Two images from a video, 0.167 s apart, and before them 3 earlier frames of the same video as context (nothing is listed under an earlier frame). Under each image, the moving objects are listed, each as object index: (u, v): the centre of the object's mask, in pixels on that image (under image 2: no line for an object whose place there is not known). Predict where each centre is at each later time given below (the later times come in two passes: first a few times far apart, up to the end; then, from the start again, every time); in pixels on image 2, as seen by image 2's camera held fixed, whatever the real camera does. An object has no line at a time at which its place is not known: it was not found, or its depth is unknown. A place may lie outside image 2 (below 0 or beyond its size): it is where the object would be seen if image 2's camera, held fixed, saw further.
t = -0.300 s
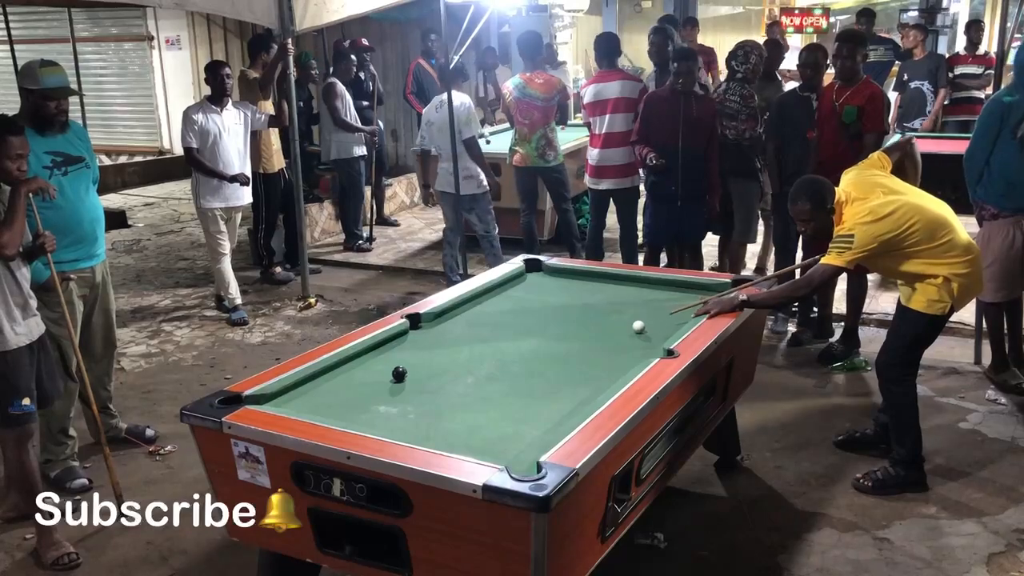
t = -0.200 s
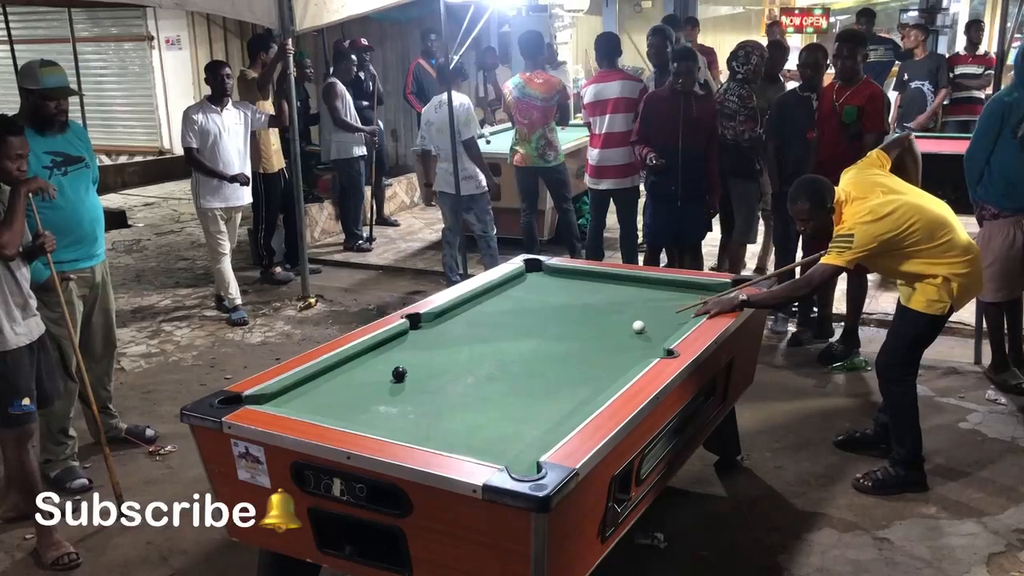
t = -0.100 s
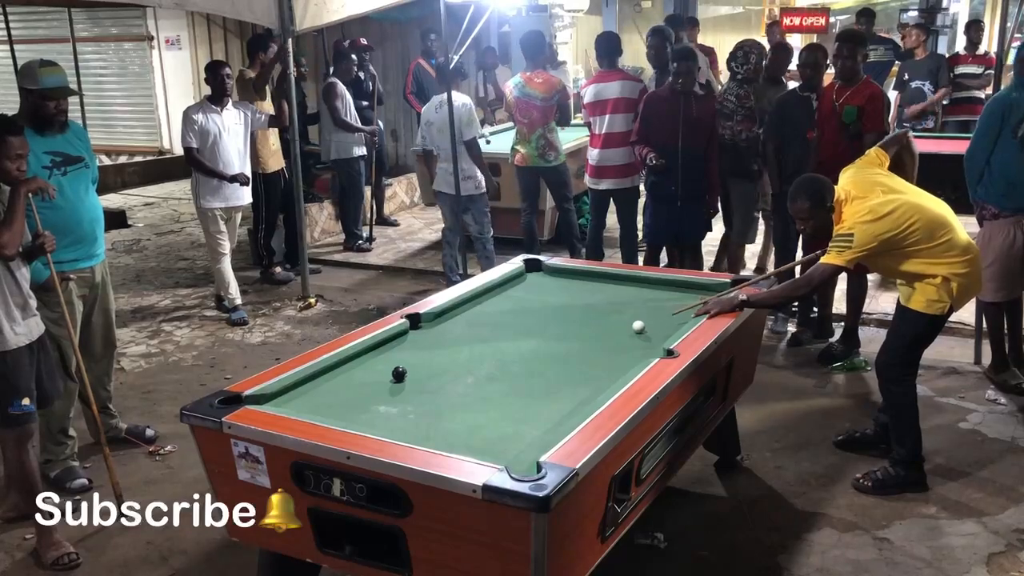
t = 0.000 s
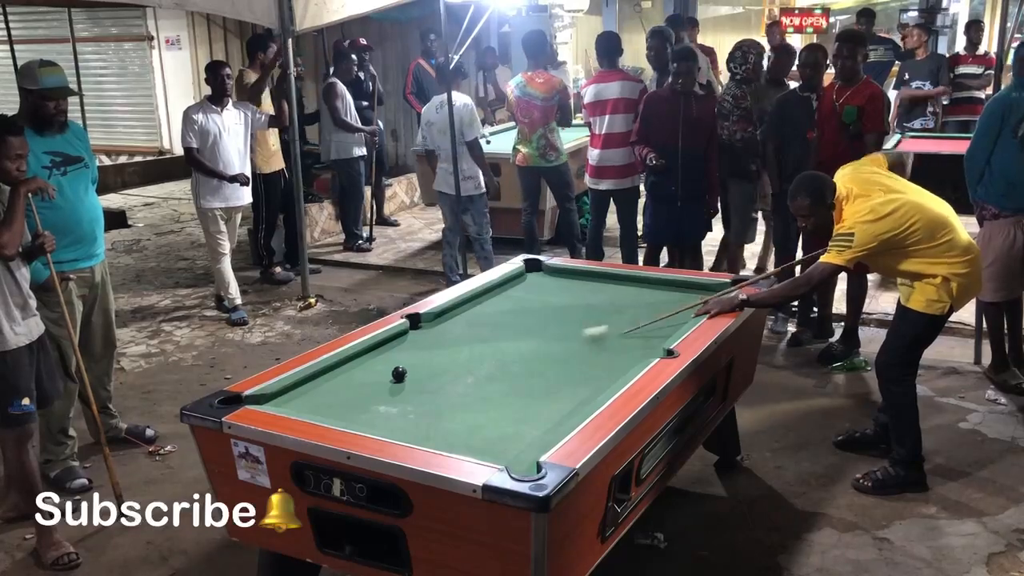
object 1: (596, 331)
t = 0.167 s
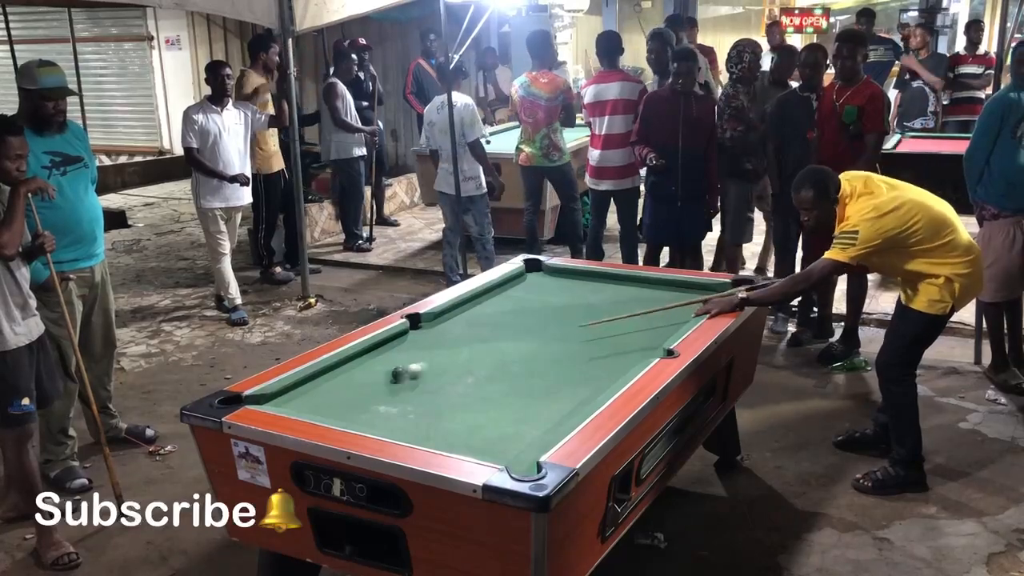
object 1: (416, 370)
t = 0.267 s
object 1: (408, 370)
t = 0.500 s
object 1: (394, 370)
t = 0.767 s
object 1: (380, 369)
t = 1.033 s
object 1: (367, 369)
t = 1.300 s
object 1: (357, 367)
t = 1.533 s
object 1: (351, 367)
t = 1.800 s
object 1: (344, 367)
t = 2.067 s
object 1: (339, 367)
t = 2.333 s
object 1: (339, 367)
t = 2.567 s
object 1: (340, 367)
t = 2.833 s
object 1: (339, 367)
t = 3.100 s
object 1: (339, 367)
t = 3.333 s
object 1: (339, 366)
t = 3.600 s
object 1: (339, 366)
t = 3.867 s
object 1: (339, 366)
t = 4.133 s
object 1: (339, 366)
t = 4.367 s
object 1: (339, 367)
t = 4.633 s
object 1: (339, 367)
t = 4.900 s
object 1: (339, 367)
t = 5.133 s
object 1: (339, 367)
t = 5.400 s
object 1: (339, 367)
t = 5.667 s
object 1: (339, 367)
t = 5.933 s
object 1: (339, 367)
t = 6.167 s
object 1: (339, 367)
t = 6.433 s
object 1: (339, 367)
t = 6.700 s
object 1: (339, 367)
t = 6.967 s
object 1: (339, 367)
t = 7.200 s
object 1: (339, 367)
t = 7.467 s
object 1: (339, 367)
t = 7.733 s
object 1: (339, 367)
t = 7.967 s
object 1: (339, 367)
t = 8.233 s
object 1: (339, 367)
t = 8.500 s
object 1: (339, 367)
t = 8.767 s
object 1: (339, 367)
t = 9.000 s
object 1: (339, 367)
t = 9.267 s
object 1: (339, 367)
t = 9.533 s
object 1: (339, 367)
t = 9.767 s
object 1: (339, 367)
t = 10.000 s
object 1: (339, 367)
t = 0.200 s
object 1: (412, 371)
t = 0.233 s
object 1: (410, 371)
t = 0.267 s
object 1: (408, 370)
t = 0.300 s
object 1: (406, 370)
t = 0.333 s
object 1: (404, 370)
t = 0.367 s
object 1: (402, 370)
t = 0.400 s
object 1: (400, 370)
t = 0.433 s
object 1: (398, 370)
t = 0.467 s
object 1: (396, 370)
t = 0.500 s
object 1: (394, 370)
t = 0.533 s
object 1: (392, 370)
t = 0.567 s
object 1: (390, 370)
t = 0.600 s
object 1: (388, 370)
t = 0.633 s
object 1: (387, 369)
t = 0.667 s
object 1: (385, 370)
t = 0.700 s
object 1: (383, 369)
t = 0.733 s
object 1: (381, 369)
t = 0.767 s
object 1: (380, 369)
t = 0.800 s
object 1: (378, 369)
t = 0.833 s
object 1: (376, 369)
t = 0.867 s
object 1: (375, 369)
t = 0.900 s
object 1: (373, 369)
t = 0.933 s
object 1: (372, 369)
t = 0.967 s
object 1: (370, 369)
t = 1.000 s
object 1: (369, 369)
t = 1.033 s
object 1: (367, 369)
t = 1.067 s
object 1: (366, 369)
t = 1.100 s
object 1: (365, 369)
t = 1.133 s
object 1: (363, 369)
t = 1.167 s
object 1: (362, 368)
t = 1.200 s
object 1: (361, 368)
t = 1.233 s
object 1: (361, 367)
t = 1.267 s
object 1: (359, 366)
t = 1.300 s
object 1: (357, 367)
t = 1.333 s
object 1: (356, 368)
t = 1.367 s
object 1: (355, 368)
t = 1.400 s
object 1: (354, 368)
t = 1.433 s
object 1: (353, 368)
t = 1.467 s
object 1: (353, 368)
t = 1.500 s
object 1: (352, 367)
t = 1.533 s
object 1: (351, 367)
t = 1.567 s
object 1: (350, 367)
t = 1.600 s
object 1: (349, 367)
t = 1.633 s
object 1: (348, 367)
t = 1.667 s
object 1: (347, 367)
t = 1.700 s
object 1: (346, 367)
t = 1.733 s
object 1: (345, 367)
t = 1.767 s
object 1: (344, 367)
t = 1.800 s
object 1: (344, 367)
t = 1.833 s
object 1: (343, 367)
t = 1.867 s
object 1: (342, 367)
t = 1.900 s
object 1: (341, 367)
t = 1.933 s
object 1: (341, 367)
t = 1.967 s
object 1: (340, 367)
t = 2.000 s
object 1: (340, 367)
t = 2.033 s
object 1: (339, 367)
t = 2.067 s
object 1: (339, 367)
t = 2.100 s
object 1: (339, 367)
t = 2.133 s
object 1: (339, 367)
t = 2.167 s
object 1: (339, 367)
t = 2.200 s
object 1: (339, 367)
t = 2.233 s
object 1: (339, 367)
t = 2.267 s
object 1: (339, 367)
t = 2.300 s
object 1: (339, 367)
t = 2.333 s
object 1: (339, 367)
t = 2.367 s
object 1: (339, 367)
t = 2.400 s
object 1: (339, 367)
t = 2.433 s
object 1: (340, 367)
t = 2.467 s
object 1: (339, 367)
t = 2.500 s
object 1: (340, 367)
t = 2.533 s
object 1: (340, 367)
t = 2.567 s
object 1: (340, 367)
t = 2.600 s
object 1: (339, 367)
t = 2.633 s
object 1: (339, 367)
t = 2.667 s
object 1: (339, 367)
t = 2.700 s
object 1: (339, 367)
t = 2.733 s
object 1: (339, 367)
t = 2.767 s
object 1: (339, 367)
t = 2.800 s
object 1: (339, 367)
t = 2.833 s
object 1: (339, 367)
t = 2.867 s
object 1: (339, 367)
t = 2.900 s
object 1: (340, 367)
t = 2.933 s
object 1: (339, 367)
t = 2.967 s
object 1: (339, 367)
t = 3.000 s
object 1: (339, 367)
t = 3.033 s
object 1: (339, 367)
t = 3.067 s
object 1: (339, 367)
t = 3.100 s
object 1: (339, 367)
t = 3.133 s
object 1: (339, 367)
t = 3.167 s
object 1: (339, 367)
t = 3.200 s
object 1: (339, 366)
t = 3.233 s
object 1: (339, 366)
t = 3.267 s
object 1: (339, 366)
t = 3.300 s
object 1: (339, 366)
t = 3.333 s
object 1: (339, 366)
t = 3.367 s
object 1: (339, 367)
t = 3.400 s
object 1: (339, 367)
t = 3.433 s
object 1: (339, 367)
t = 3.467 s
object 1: (339, 366)
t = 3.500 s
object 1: (339, 367)
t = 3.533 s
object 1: (339, 367)
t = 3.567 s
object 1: (339, 367)
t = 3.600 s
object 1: (339, 366)
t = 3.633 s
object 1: (339, 366)
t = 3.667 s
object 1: (339, 367)
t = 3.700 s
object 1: (339, 366)
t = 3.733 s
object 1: (339, 367)
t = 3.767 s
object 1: (339, 366)
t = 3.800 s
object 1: (339, 367)
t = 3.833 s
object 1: (339, 367)
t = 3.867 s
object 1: (339, 366)
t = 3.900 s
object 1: (339, 366)
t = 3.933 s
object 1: (339, 367)
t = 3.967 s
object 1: (339, 367)
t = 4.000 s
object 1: (339, 366)
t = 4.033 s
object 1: (339, 367)
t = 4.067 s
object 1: (339, 366)
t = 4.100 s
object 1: (339, 367)
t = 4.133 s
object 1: (339, 366)
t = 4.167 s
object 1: (339, 367)
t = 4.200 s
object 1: (339, 367)
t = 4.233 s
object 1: (339, 366)
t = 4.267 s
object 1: (339, 367)
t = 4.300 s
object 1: (339, 367)
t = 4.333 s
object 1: (339, 367)
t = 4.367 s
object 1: (339, 367)
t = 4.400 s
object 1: (339, 366)
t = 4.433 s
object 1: (340, 366)
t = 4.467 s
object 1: (339, 367)
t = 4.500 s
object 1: (339, 367)
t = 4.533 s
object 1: (339, 367)
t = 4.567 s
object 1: (339, 367)
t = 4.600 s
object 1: (339, 367)
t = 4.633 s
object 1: (339, 367)
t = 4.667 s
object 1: (339, 367)
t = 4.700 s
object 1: (339, 367)
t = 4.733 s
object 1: (339, 367)
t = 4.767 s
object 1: (339, 367)
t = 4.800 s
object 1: (339, 367)
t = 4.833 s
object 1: (339, 367)
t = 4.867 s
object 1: (339, 367)
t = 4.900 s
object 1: (339, 367)
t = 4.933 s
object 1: (339, 367)
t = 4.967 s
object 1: (339, 367)
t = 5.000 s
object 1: (339, 367)
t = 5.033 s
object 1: (339, 367)
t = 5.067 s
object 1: (339, 367)
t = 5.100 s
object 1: (339, 367)
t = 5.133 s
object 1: (339, 367)
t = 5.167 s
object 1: (339, 367)
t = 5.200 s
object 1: (339, 367)
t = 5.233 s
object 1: (339, 367)
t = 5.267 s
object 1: (339, 367)
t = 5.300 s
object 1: (339, 367)
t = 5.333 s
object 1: (339, 367)
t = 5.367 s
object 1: (339, 367)
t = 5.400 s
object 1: (339, 367)
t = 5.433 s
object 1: (339, 367)
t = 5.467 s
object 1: (340, 367)
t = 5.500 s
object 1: (339, 367)
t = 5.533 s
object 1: (339, 367)
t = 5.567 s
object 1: (339, 367)
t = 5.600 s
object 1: (339, 367)
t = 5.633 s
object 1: (339, 367)
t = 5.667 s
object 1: (339, 367)
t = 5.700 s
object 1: (339, 367)
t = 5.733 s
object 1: (339, 367)
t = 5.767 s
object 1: (339, 367)
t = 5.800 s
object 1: (339, 367)
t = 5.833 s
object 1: (339, 367)
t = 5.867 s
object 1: (339, 367)
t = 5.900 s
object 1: (339, 367)
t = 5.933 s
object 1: (339, 367)
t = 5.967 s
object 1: (339, 367)
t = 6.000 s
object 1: (339, 367)
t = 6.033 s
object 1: (339, 367)
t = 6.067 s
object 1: (339, 367)
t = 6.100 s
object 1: (340, 367)
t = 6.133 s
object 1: (339, 367)
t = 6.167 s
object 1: (339, 367)
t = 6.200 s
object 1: (339, 367)
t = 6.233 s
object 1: (339, 367)
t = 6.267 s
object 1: (339, 367)
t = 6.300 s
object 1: (340, 367)
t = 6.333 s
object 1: (339, 367)
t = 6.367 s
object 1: (339, 367)
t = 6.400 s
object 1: (339, 367)
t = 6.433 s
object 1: (339, 367)
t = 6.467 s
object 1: (339, 367)
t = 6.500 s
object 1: (339, 367)
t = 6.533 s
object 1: (339, 367)
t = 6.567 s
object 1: (339, 367)
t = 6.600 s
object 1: (339, 367)
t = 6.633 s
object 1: (339, 367)
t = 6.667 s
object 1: (339, 367)
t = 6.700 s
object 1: (339, 367)
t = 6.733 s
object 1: (339, 367)
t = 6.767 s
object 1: (339, 367)
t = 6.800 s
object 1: (339, 367)
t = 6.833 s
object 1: (339, 367)
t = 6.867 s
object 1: (339, 367)
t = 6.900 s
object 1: (339, 367)
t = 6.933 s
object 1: (340, 367)
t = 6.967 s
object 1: (339, 367)
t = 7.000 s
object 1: (339, 367)
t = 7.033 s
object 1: (339, 367)
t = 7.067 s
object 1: (340, 367)
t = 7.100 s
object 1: (339, 367)
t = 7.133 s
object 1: (339, 367)
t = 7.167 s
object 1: (339, 367)
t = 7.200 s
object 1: (339, 367)
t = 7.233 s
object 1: (339, 367)
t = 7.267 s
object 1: (339, 367)
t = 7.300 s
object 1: (339, 367)
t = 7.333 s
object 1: (339, 367)
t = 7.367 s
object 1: (339, 367)
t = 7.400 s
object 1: (339, 367)
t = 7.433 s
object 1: (339, 367)
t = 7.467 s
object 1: (339, 367)
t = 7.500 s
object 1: (339, 367)
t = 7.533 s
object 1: (339, 367)
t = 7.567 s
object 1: (339, 367)
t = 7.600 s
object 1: (339, 367)
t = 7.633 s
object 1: (339, 367)
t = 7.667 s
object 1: (339, 367)
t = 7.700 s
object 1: (339, 367)
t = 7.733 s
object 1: (339, 367)
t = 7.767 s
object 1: (339, 367)
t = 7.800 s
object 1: (339, 367)
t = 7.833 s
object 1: (339, 367)
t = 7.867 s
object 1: (339, 367)
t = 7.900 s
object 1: (339, 367)
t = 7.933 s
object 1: (339, 367)
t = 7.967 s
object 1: (339, 367)
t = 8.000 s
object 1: (339, 367)
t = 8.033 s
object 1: (339, 367)
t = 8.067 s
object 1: (339, 367)
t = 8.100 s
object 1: (339, 367)
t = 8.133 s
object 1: (339, 367)
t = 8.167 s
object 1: (339, 367)
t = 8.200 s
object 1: (339, 367)
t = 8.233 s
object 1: (339, 367)
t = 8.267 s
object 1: (339, 367)
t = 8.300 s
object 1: (339, 367)
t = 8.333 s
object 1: (339, 367)
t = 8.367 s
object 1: (339, 367)
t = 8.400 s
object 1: (339, 367)
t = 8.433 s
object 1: (339, 367)
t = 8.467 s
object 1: (339, 367)
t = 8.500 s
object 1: (339, 367)
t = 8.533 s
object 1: (339, 367)
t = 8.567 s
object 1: (339, 367)
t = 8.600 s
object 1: (339, 367)
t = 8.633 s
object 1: (339, 367)
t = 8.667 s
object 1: (339, 367)
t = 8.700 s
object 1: (339, 367)
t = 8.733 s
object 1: (339, 367)
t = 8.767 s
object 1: (339, 367)
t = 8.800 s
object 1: (339, 367)
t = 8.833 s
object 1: (339, 367)
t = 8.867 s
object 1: (340, 367)
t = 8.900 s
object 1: (339, 367)
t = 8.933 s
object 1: (339, 367)
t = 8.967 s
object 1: (339, 367)
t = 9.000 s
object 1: (339, 367)
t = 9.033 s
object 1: (339, 367)
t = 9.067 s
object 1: (339, 367)
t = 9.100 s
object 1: (339, 367)
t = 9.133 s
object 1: (339, 367)
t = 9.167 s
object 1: (339, 367)
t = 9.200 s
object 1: (339, 367)
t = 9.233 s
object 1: (339, 367)
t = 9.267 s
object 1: (339, 367)
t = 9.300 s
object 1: (339, 367)
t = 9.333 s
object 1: (339, 367)
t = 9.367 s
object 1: (339, 367)
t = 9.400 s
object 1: (339, 367)
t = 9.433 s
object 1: (339, 367)
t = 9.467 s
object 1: (339, 367)
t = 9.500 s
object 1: (339, 367)
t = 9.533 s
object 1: (339, 367)
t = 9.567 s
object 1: (339, 367)
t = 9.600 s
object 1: (339, 367)
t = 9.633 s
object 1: (339, 367)
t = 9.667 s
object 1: (339, 367)
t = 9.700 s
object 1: (339, 367)
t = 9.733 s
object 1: (339, 367)
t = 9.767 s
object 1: (339, 367)
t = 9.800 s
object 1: (339, 367)
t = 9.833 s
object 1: (339, 367)
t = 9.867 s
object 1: (339, 367)
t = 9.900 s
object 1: (339, 367)
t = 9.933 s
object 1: (339, 367)
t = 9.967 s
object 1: (339, 367)
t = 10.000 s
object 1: (339, 367)
